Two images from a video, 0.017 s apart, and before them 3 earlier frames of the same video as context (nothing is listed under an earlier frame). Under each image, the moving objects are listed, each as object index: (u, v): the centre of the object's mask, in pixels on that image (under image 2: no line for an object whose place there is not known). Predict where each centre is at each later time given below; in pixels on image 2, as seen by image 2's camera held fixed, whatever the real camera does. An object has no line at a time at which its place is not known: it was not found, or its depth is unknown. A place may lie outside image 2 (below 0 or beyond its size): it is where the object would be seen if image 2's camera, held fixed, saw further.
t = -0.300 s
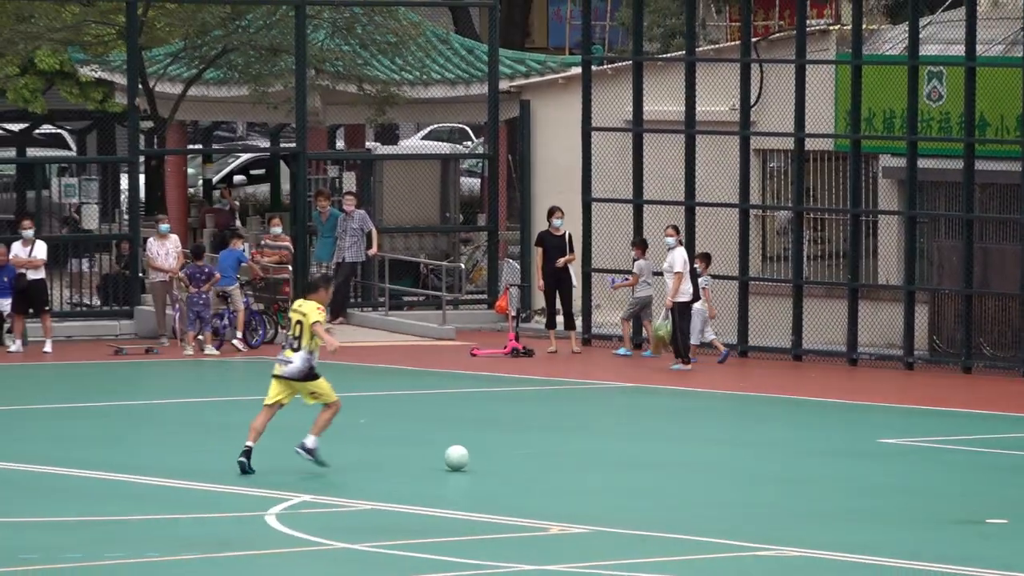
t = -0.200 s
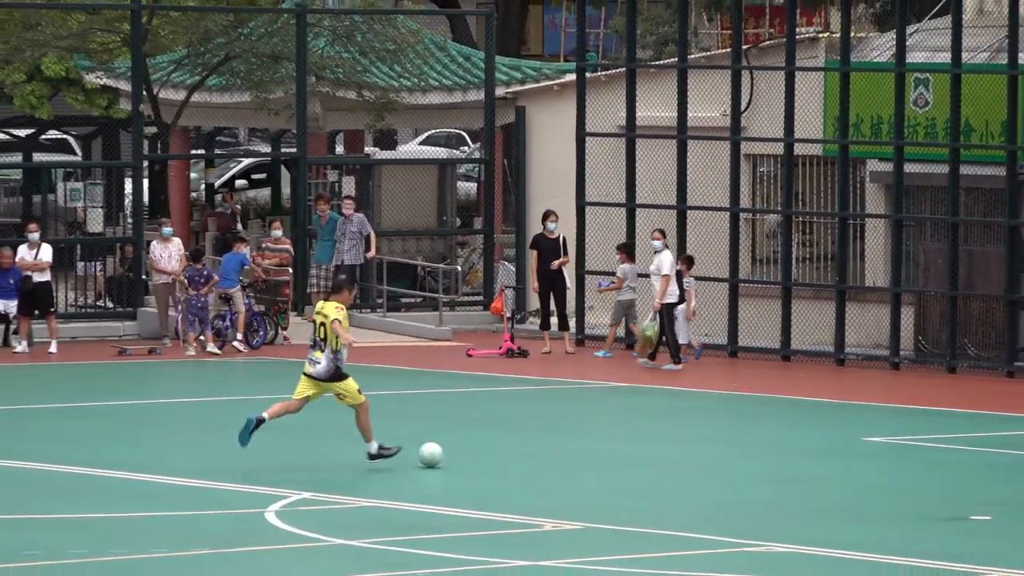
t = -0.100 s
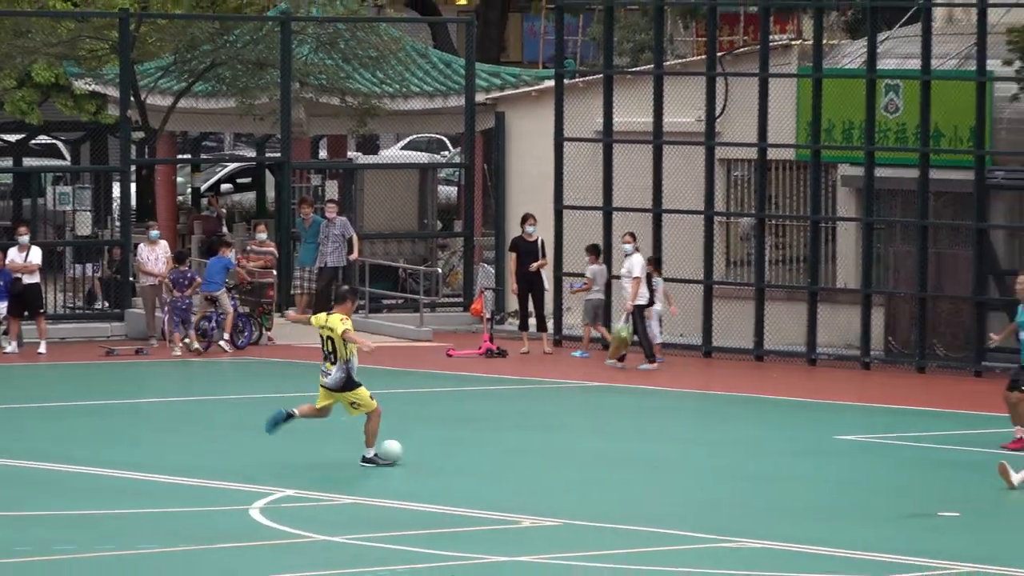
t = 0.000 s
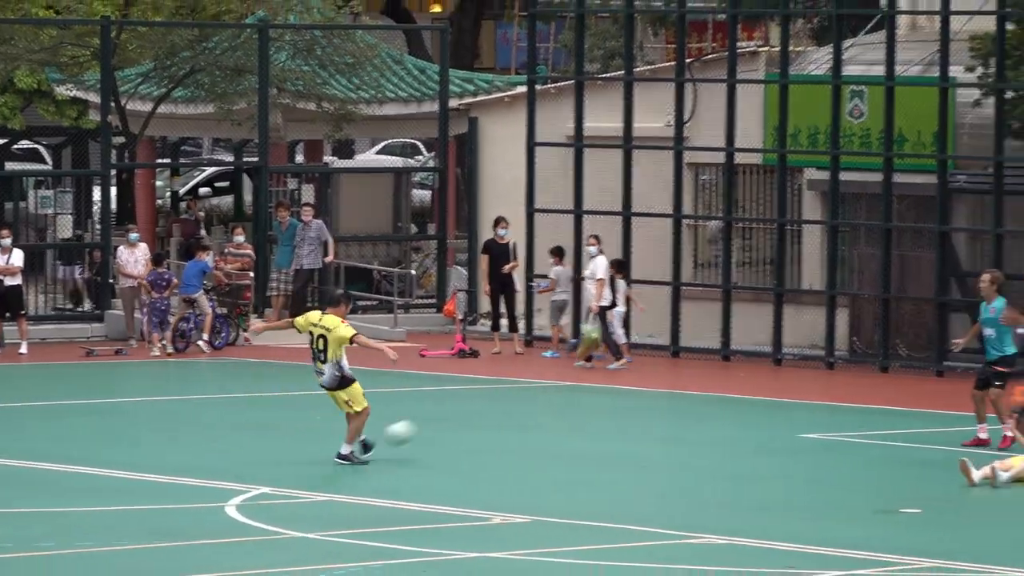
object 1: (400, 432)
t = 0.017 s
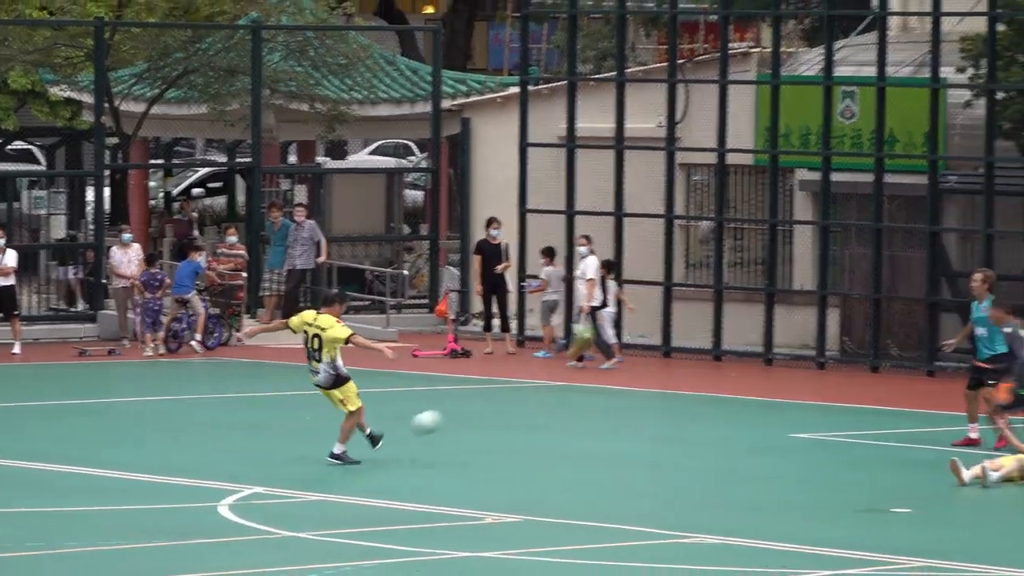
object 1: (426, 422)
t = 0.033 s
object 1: (461, 413)
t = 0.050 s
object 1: (496, 404)
